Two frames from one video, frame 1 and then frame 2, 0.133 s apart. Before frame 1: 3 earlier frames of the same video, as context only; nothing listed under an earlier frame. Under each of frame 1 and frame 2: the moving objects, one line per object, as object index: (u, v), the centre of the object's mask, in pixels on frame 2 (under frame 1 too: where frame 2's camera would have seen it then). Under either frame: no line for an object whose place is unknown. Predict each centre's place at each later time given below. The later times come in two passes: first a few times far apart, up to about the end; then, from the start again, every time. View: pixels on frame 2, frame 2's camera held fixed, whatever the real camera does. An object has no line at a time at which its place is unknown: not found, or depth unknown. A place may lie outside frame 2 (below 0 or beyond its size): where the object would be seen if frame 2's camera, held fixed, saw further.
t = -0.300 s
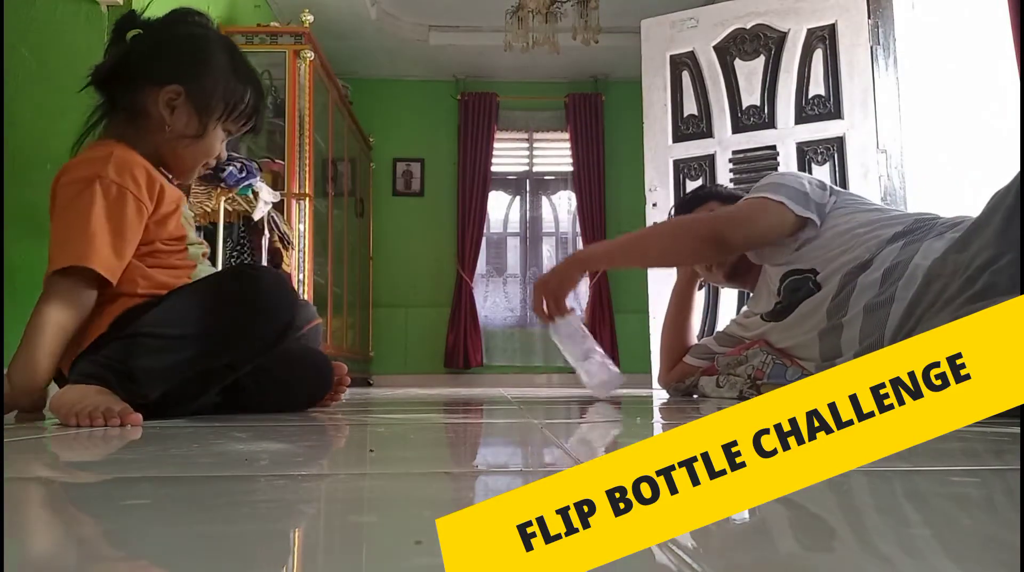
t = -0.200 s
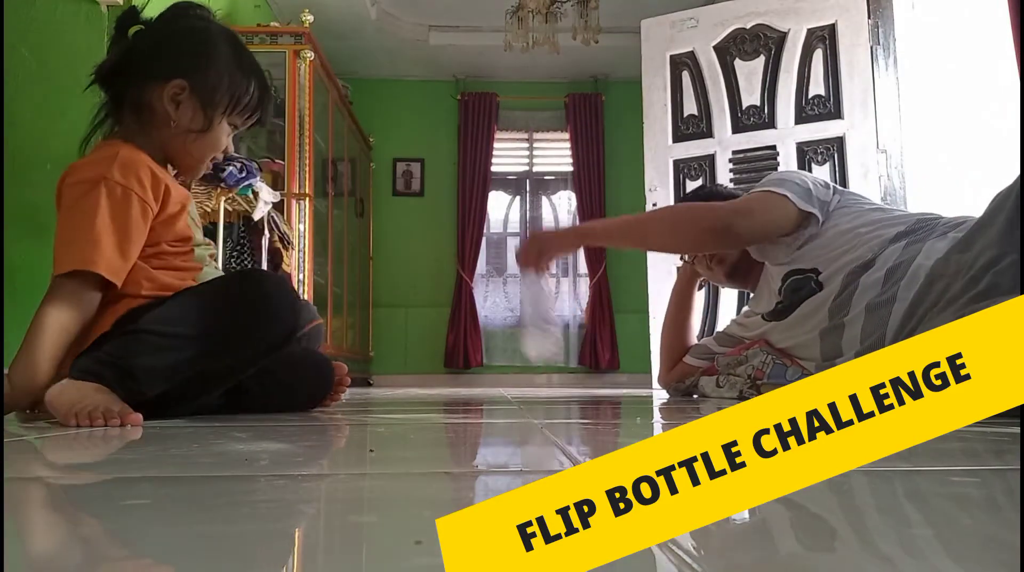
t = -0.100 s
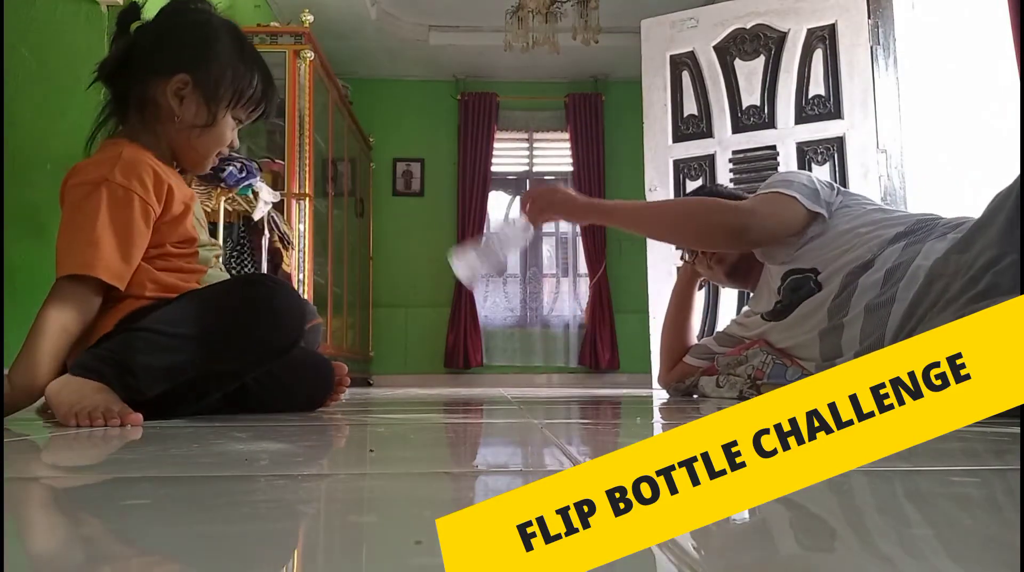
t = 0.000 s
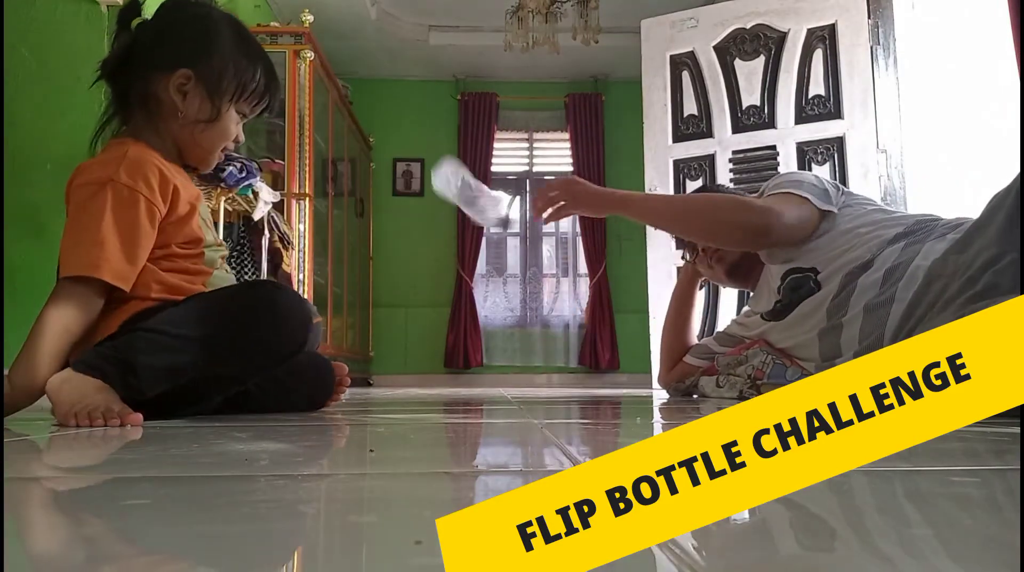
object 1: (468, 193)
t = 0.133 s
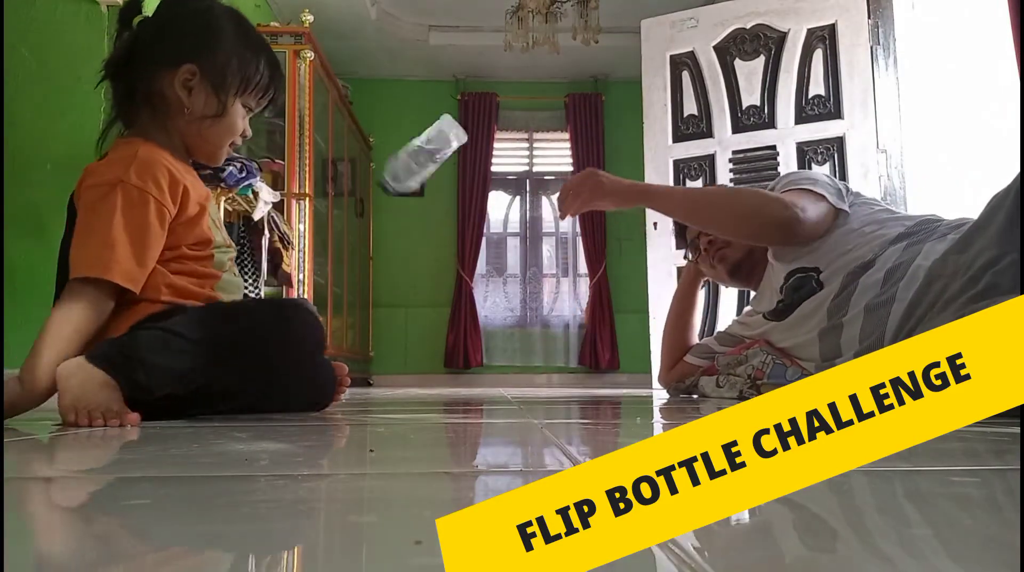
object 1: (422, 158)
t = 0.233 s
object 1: (417, 163)
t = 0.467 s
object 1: (408, 354)
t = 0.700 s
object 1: (423, 384)
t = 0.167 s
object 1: (418, 151)
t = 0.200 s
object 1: (417, 153)
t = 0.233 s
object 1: (417, 163)
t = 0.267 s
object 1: (415, 179)
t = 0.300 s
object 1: (414, 202)
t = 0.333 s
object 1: (412, 232)
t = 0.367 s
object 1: (409, 269)
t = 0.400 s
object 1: (406, 313)
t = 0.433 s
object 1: (405, 353)
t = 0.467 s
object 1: (408, 354)
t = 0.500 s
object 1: (408, 354)
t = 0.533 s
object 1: (409, 354)
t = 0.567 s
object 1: (412, 356)
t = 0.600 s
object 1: (416, 361)
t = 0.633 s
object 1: (420, 371)
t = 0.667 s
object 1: (422, 384)
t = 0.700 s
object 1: (423, 384)
